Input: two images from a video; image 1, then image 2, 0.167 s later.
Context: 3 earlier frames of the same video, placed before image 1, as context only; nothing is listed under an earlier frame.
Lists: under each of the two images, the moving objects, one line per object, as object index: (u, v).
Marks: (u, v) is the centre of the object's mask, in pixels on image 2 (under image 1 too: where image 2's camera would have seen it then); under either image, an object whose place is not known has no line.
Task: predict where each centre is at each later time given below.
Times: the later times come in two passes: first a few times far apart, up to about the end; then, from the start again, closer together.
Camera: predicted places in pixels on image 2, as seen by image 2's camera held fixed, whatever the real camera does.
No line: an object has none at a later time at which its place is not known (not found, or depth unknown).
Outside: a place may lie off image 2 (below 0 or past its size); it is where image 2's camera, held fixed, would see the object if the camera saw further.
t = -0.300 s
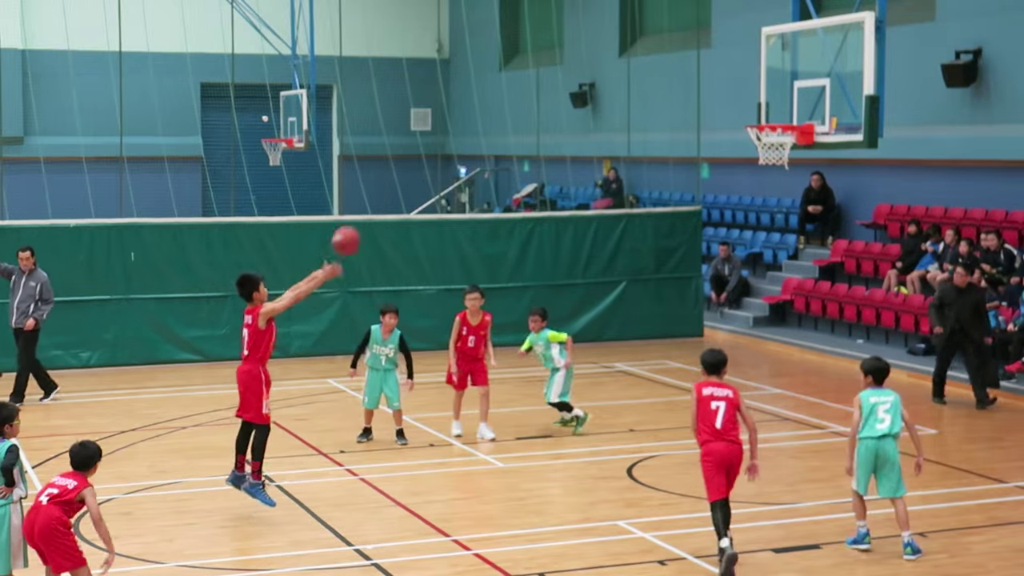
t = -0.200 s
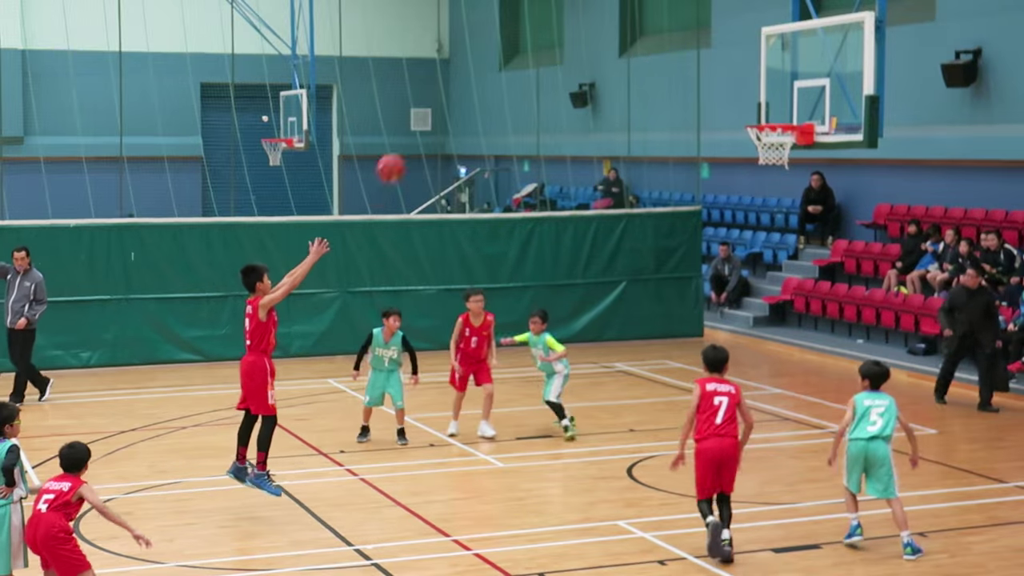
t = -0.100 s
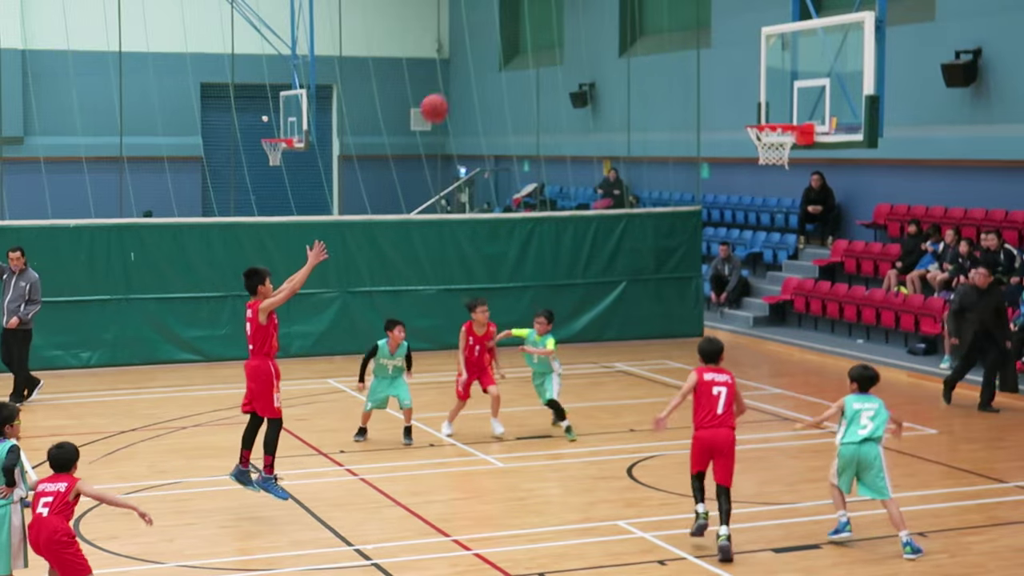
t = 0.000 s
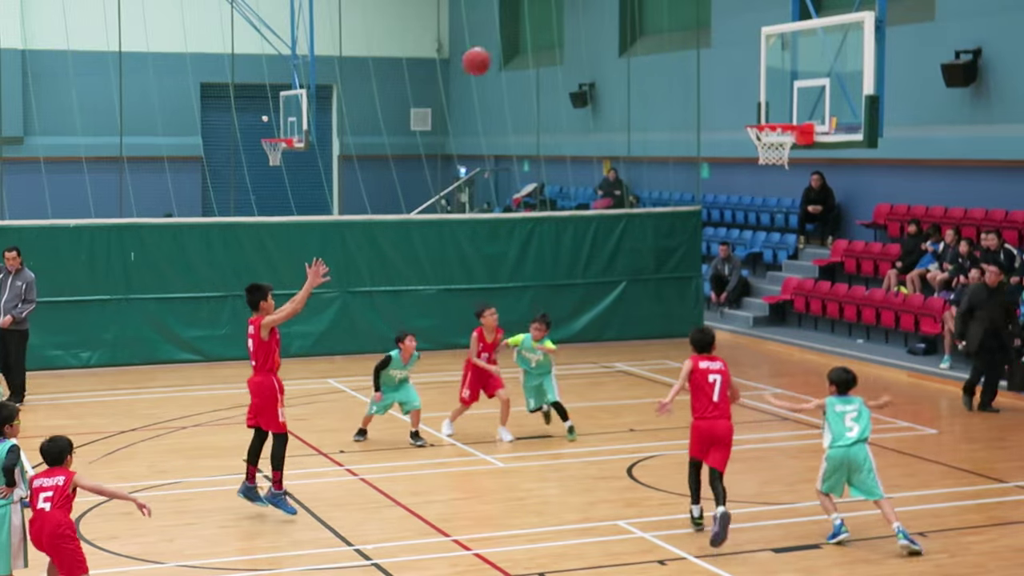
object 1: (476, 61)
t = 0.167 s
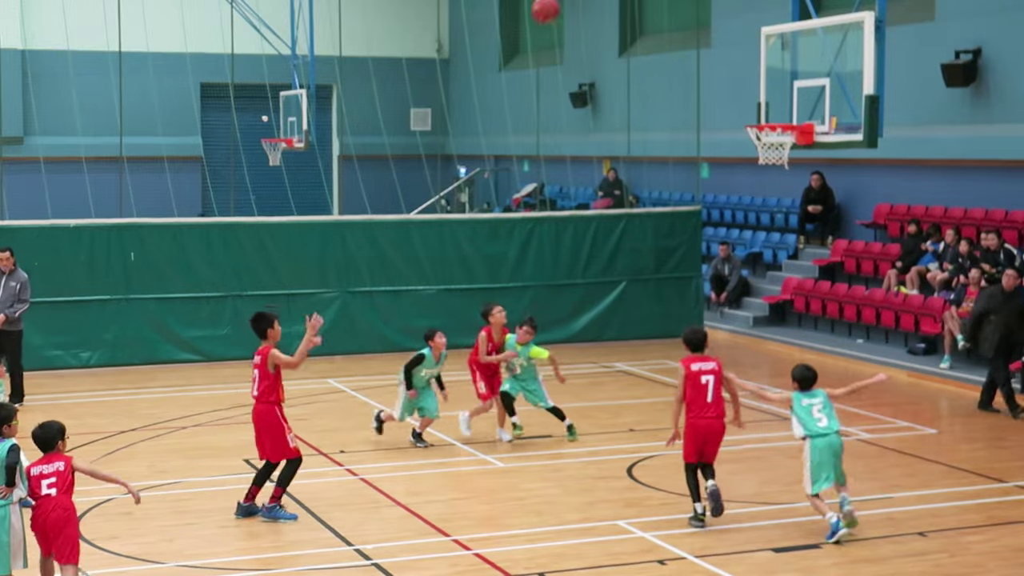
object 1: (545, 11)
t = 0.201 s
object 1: (558, 7)
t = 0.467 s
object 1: (662, 6)
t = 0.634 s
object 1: (724, 40)
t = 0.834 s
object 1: (783, 115)
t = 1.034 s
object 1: (678, 113)
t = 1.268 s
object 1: (561, 163)
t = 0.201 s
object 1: (558, 7)
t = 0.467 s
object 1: (662, 6)
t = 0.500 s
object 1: (675, 9)
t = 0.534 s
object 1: (687, 13)
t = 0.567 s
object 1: (700, 21)
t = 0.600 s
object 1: (712, 30)
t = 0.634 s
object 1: (724, 40)
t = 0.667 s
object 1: (736, 52)
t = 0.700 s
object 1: (748, 64)
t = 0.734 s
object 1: (760, 78)
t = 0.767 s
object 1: (772, 94)
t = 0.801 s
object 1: (783, 110)
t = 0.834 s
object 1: (783, 115)
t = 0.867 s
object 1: (765, 113)
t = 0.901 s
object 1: (747, 112)
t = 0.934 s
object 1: (730, 110)
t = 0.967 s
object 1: (712, 110)
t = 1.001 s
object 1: (695, 111)
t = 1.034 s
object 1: (678, 113)
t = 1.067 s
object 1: (660, 117)
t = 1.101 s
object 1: (643, 122)
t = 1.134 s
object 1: (627, 128)
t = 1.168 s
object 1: (610, 135)
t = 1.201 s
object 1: (593, 143)
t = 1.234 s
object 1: (576, 153)
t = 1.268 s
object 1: (561, 163)
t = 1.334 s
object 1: (529, 188)
